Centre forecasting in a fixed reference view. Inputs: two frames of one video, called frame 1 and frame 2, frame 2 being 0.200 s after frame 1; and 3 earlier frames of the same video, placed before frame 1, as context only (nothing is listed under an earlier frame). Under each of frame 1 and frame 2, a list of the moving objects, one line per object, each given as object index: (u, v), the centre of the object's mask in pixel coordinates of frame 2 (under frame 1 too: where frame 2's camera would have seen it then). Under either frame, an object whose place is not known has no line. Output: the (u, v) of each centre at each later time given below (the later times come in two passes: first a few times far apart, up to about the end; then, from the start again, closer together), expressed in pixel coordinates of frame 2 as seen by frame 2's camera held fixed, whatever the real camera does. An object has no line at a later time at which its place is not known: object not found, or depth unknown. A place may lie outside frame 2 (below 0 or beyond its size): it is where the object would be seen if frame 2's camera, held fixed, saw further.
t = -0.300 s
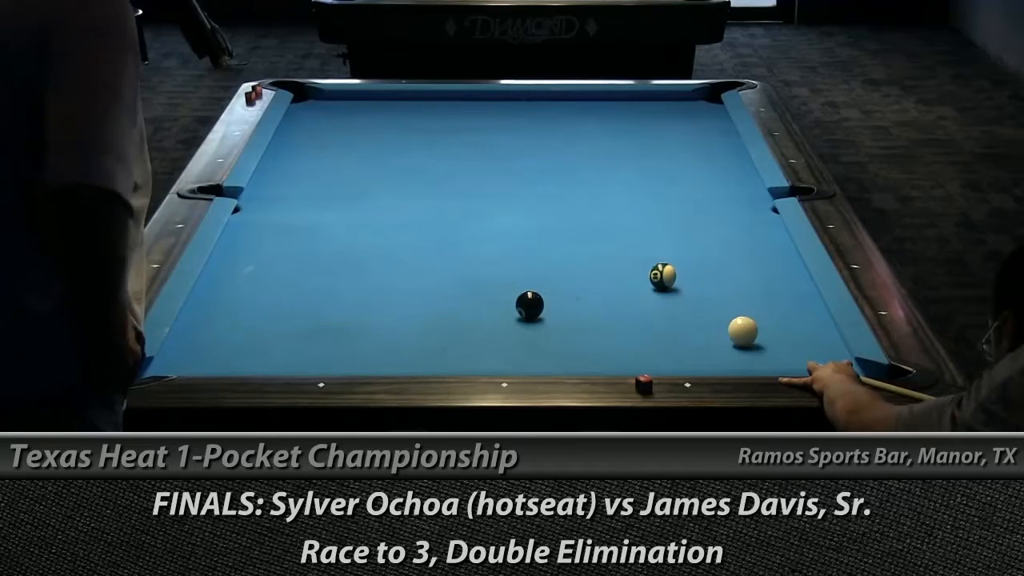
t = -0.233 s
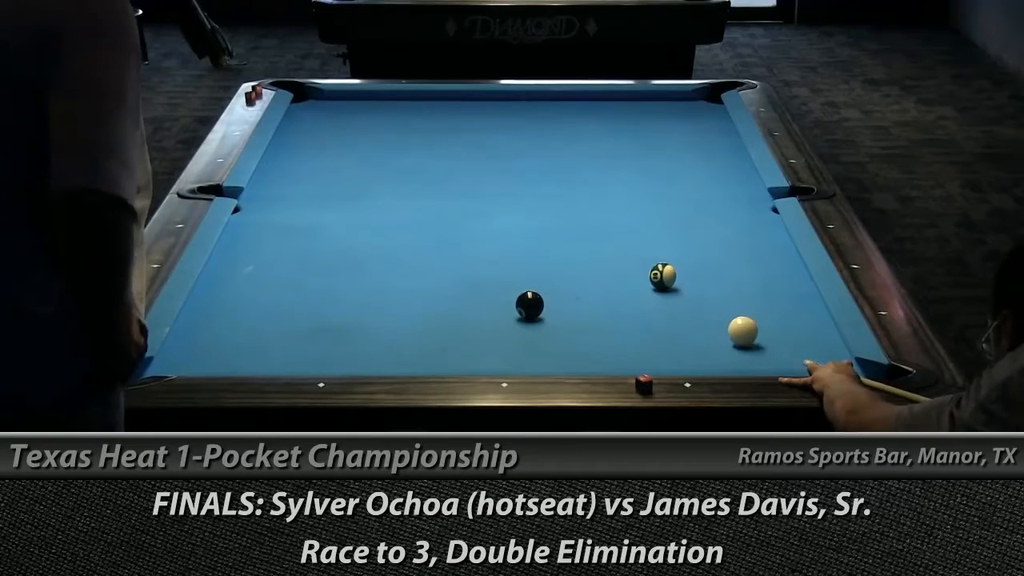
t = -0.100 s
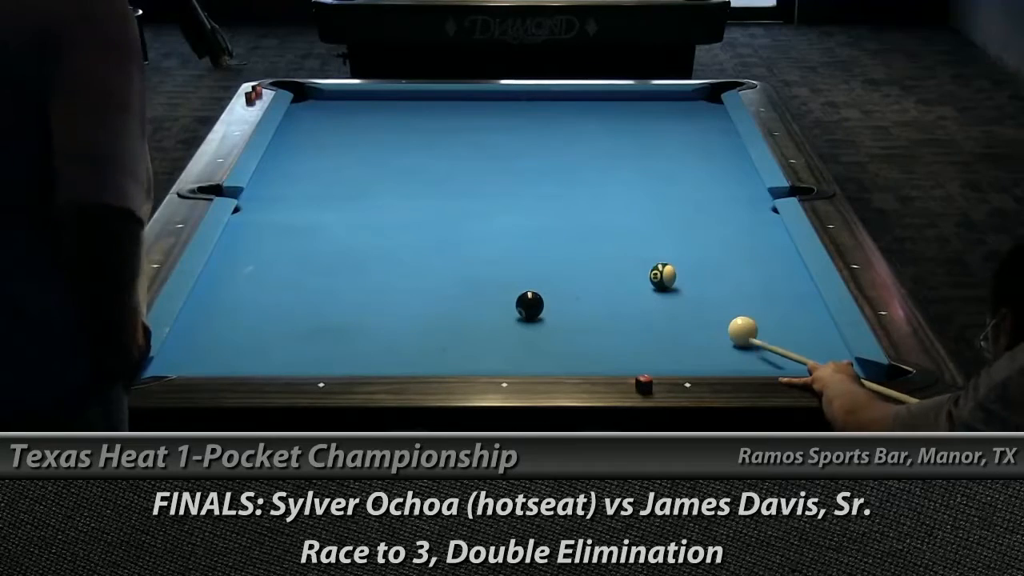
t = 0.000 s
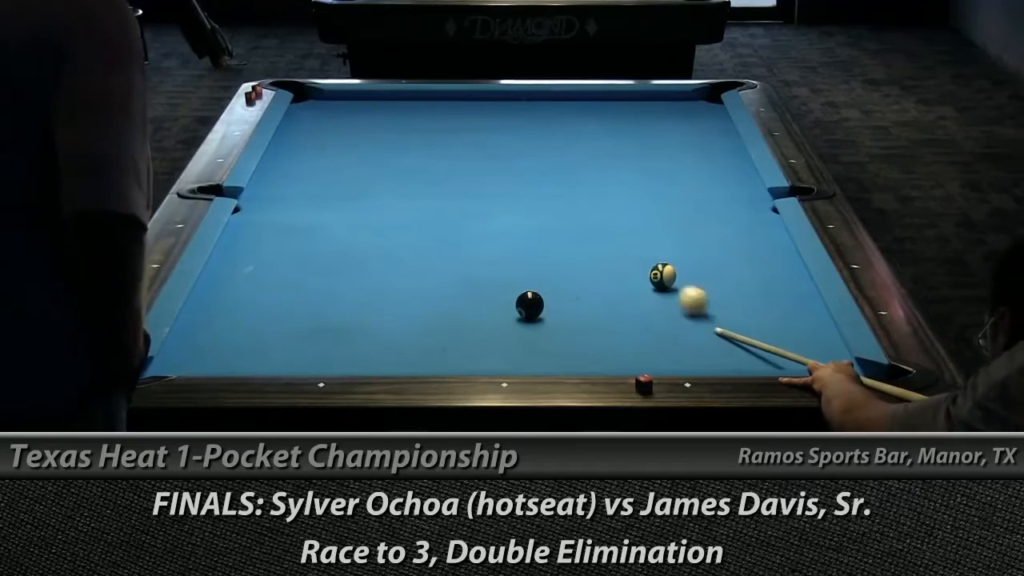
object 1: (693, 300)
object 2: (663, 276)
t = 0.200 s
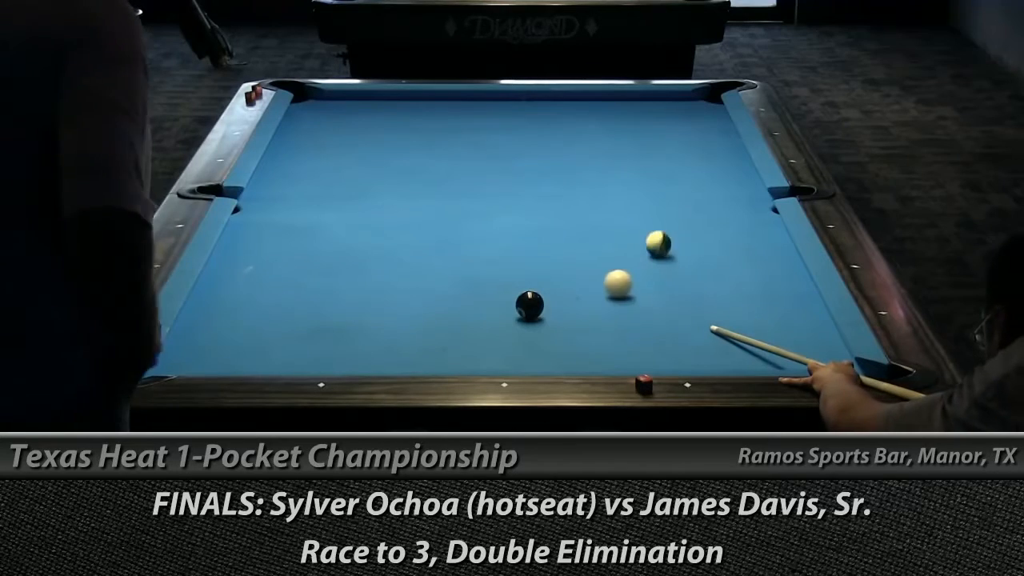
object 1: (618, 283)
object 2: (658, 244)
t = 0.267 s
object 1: (598, 283)
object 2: (657, 233)
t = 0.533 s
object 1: (520, 282)
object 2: (652, 193)
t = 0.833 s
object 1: (437, 284)
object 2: (646, 156)
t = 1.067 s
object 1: (374, 284)
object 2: (644, 131)
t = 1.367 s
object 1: (296, 284)
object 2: (639, 102)
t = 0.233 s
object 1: (608, 284)
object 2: (657, 238)
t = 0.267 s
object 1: (598, 283)
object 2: (657, 233)
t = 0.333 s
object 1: (578, 283)
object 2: (655, 222)
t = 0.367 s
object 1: (569, 284)
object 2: (655, 217)
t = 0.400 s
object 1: (559, 284)
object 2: (654, 212)
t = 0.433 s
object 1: (550, 284)
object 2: (653, 207)
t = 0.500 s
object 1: (531, 280)
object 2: (652, 197)
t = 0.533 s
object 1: (520, 282)
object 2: (652, 193)
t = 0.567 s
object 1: (511, 284)
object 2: (651, 189)
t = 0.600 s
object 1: (502, 284)
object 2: (650, 184)
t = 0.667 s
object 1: (483, 284)
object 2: (650, 175)
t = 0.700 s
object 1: (474, 284)
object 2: (649, 171)
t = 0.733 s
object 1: (464, 284)
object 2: (648, 167)
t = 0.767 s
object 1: (455, 284)
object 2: (648, 163)
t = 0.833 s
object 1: (437, 284)
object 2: (646, 156)
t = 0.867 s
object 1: (428, 284)
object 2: (646, 152)
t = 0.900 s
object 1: (419, 284)
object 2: (645, 148)
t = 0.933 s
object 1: (410, 284)
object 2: (645, 144)
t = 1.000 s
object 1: (392, 284)
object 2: (644, 137)
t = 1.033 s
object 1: (383, 284)
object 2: (644, 134)
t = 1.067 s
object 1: (374, 284)
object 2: (644, 131)
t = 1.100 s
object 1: (365, 284)
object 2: (643, 127)
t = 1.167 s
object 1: (348, 284)
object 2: (642, 120)
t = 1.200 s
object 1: (339, 284)
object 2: (641, 117)
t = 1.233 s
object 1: (330, 284)
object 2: (641, 114)
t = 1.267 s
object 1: (322, 284)
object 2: (640, 111)
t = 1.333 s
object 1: (305, 284)
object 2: (640, 106)
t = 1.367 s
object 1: (296, 284)
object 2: (639, 102)
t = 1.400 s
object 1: (288, 284)
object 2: (637, 99)
